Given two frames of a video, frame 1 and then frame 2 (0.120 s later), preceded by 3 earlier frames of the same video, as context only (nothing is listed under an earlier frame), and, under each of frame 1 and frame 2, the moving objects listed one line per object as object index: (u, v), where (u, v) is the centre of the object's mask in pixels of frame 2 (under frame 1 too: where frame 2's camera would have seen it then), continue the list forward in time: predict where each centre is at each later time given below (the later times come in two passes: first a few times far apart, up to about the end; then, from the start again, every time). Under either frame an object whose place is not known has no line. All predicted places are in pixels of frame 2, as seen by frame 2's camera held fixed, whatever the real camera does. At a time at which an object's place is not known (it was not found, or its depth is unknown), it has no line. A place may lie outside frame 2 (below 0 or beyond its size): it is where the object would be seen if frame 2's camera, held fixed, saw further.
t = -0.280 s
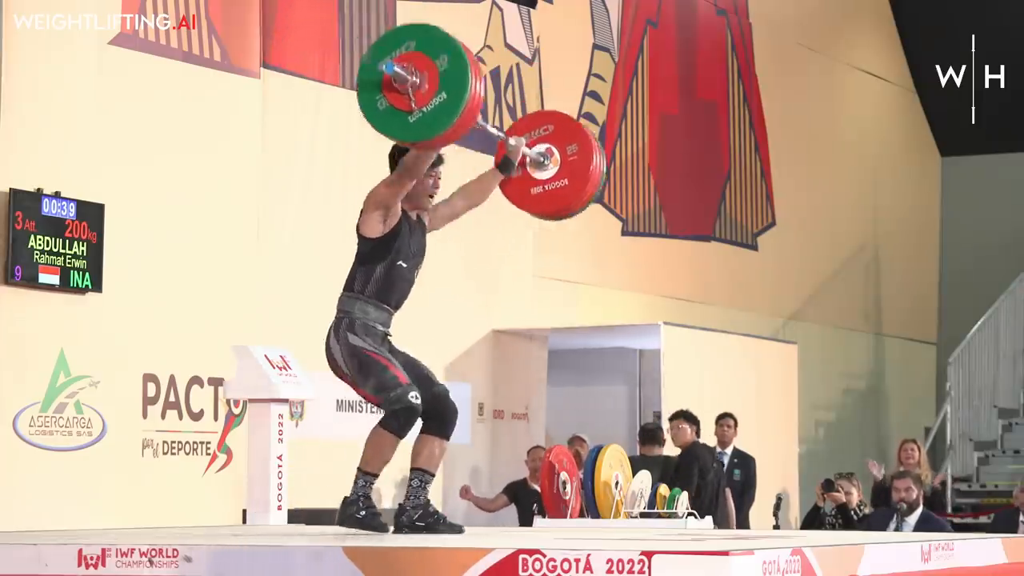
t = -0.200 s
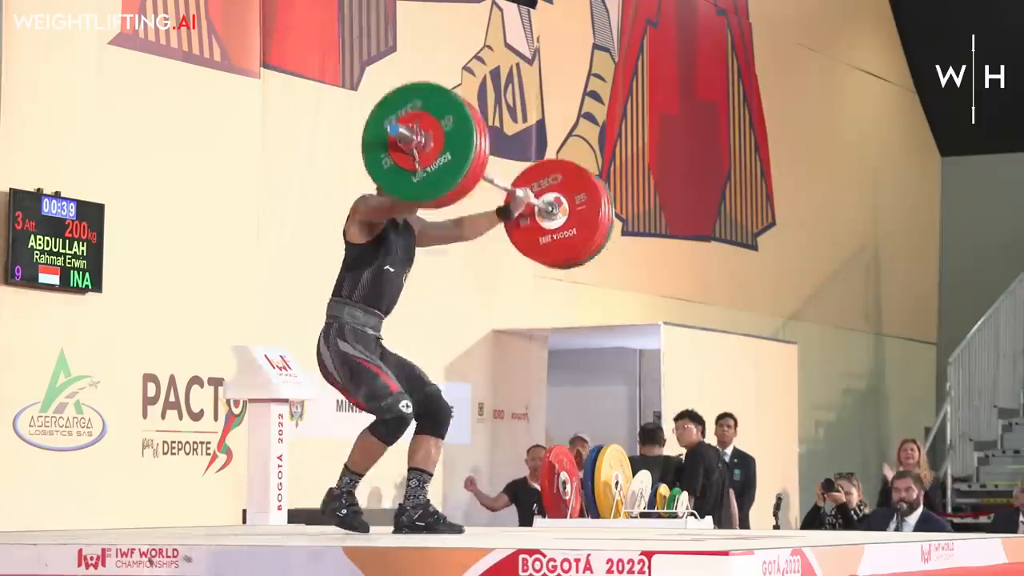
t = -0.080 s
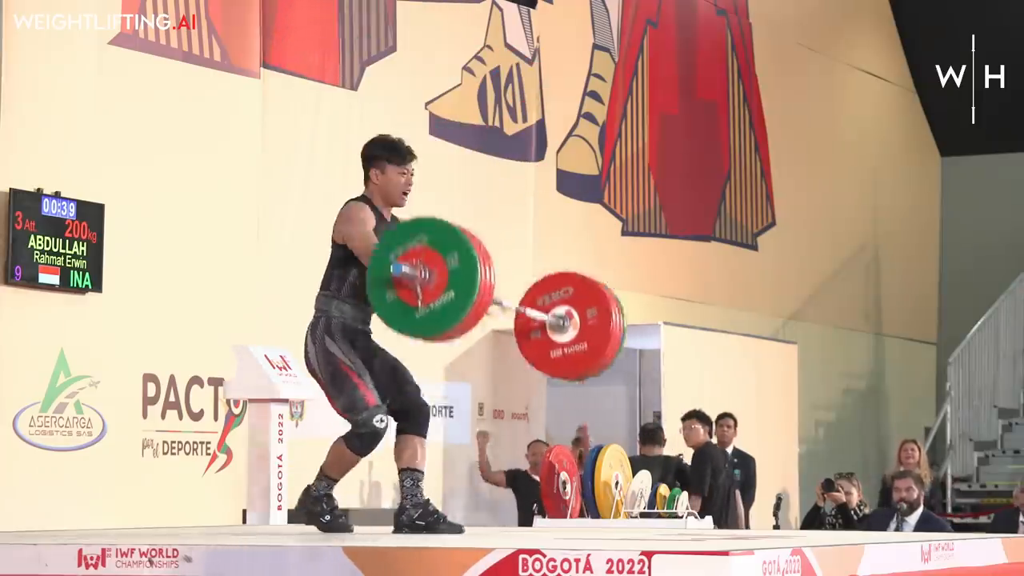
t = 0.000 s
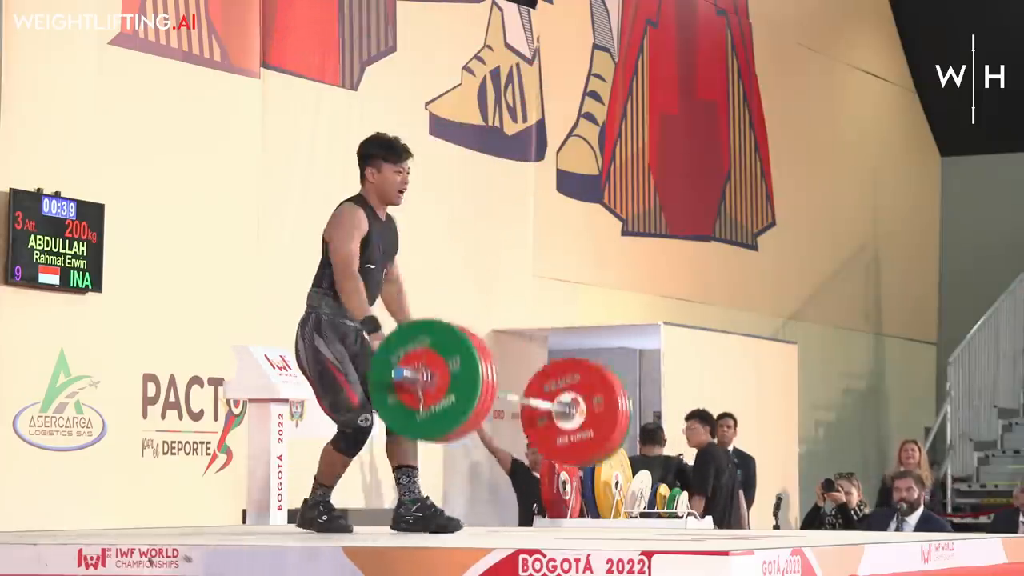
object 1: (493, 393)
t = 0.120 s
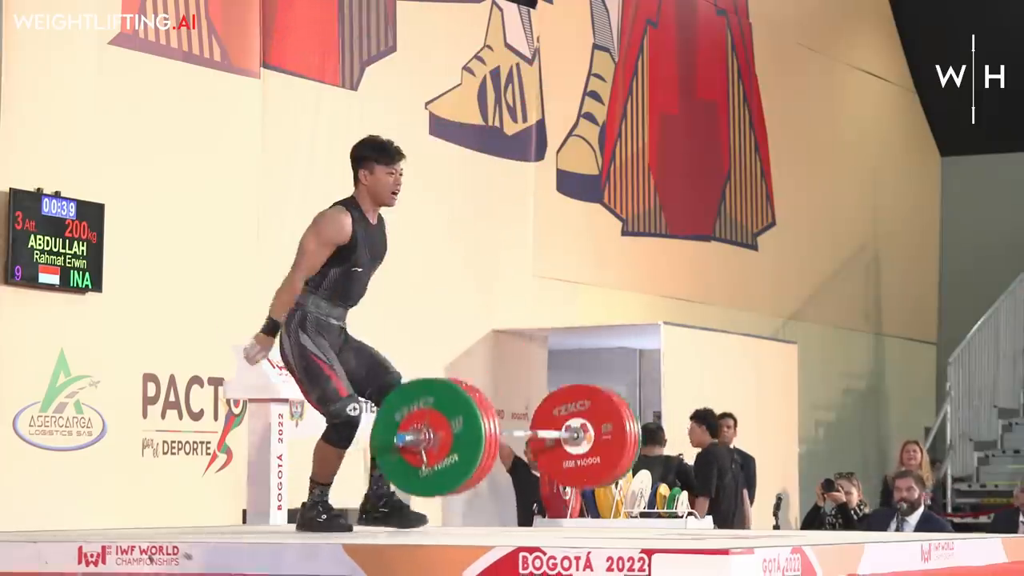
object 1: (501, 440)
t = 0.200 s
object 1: (502, 387)
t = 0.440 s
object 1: (511, 323)
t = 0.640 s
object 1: (518, 380)
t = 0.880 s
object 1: (527, 447)
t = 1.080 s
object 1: (529, 447)
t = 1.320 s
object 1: (533, 466)
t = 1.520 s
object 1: (538, 475)
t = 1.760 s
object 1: (543, 477)
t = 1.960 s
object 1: (545, 477)
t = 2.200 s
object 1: (548, 477)
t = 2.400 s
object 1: (549, 477)
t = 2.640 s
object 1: (552, 477)
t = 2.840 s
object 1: (553, 477)
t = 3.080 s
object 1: (554, 477)
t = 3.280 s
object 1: (554, 477)
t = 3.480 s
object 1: (554, 477)
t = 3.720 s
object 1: (554, 477)
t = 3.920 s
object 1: (553, 477)
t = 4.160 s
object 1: (553, 477)
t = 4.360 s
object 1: (553, 477)
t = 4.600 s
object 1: (553, 477)
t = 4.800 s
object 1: (553, 477)
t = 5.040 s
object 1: (553, 477)
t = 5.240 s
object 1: (553, 477)
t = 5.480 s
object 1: (553, 477)
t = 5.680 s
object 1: (553, 477)
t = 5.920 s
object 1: (553, 477)
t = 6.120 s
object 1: (553, 477)
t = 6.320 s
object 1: (553, 477)
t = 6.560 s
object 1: (553, 477)
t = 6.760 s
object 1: (553, 477)
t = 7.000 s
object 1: (553, 477)
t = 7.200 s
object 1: (553, 477)
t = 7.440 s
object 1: (553, 477)
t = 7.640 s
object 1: (553, 477)
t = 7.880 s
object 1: (553, 477)
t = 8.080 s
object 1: (553, 477)
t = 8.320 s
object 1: (553, 477)
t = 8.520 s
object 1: (553, 477)
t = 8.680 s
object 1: (553, 477)
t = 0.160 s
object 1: (501, 407)
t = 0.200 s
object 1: (502, 387)
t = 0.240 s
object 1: (504, 366)
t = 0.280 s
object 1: (505, 349)
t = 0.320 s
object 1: (507, 336)
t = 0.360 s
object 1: (508, 328)
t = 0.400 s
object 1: (509, 324)
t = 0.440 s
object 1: (511, 323)
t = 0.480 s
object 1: (512, 326)
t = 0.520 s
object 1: (514, 334)
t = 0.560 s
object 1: (515, 347)
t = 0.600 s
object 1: (517, 359)
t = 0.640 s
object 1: (518, 380)
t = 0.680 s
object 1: (523, 408)
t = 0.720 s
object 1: (523, 435)
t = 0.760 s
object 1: (524, 467)
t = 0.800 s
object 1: (525, 476)
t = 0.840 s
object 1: (526, 461)
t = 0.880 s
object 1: (527, 447)
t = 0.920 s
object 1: (528, 442)
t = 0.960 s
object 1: (528, 435)
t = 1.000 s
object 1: (529, 434)
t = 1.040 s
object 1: (529, 440)
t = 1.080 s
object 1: (529, 447)
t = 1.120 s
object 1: (529, 459)
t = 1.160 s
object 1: (530, 474)
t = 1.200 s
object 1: (530, 476)
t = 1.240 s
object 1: (531, 469)
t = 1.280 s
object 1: (533, 466)
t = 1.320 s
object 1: (533, 466)
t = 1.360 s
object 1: (534, 471)
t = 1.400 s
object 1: (535, 472)
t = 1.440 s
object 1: (536, 475)
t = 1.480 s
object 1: (537, 476)
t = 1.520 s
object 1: (538, 475)
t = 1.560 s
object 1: (538, 476)
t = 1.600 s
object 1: (539, 477)
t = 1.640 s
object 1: (541, 476)
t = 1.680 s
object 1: (542, 477)
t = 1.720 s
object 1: (542, 477)
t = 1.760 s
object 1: (543, 477)
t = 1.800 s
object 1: (543, 477)
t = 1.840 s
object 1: (544, 477)
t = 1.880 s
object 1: (544, 477)
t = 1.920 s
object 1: (545, 477)
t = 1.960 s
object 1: (545, 477)
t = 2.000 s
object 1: (546, 477)
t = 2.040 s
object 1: (546, 477)
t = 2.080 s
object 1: (546, 477)
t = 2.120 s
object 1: (547, 477)
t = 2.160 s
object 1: (547, 477)
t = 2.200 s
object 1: (548, 477)
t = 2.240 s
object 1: (548, 477)
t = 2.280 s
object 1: (548, 477)
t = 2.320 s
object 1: (549, 477)
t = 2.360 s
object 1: (549, 477)
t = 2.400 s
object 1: (549, 477)
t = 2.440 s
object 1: (550, 477)
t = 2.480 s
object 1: (550, 477)
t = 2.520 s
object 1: (551, 477)
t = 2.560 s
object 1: (551, 477)
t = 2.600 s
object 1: (551, 477)
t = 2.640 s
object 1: (552, 477)
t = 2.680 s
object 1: (552, 477)
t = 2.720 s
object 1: (552, 477)
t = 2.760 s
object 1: (552, 477)
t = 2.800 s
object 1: (553, 477)
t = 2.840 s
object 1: (553, 477)
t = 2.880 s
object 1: (553, 477)
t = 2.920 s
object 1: (553, 477)
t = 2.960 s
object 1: (553, 477)
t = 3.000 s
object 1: (553, 477)
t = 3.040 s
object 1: (553, 477)
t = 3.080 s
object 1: (554, 477)
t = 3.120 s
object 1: (553, 477)
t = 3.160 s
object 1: (554, 477)
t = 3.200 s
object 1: (554, 477)
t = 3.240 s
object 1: (554, 477)
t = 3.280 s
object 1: (554, 477)
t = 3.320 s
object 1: (554, 477)
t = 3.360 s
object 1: (554, 477)
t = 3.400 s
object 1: (554, 477)
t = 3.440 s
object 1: (554, 477)
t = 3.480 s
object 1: (554, 477)
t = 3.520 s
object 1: (554, 477)
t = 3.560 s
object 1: (554, 477)
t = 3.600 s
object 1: (554, 477)
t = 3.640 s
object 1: (554, 477)
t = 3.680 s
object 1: (553, 477)
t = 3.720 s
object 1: (554, 477)
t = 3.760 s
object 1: (553, 477)
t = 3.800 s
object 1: (553, 477)
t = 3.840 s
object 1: (553, 477)
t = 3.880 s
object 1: (553, 477)
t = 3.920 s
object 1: (553, 477)
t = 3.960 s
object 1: (553, 477)
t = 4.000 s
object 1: (553, 477)
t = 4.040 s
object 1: (553, 477)
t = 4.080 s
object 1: (553, 477)
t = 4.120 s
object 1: (553, 477)
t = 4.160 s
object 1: (553, 477)
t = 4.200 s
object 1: (553, 477)
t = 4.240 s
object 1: (553, 477)
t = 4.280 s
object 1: (553, 477)
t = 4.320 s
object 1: (553, 477)
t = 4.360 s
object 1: (553, 477)
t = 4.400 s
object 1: (553, 477)
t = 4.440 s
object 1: (553, 477)
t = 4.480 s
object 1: (553, 477)
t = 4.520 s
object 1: (553, 477)
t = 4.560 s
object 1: (553, 477)
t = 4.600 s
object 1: (553, 477)
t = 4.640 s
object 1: (553, 477)
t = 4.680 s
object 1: (553, 477)
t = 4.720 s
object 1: (553, 477)
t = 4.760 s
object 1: (553, 477)
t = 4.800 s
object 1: (553, 477)
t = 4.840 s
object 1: (553, 477)
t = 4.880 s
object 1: (553, 477)
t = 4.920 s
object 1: (553, 477)
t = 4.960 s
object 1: (553, 477)
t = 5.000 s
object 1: (553, 477)
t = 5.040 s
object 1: (553, 477)
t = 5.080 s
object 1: (553, 477)
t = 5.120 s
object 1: (553, 477)
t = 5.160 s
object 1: (553, 477)
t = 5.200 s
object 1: (553, 477)
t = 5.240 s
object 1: (553, 477)
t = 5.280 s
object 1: (553, 477)
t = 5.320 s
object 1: (553, 477)
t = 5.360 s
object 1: (553, 477)
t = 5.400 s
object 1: (553, 477)
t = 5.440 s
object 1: (553, 477)
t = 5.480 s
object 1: (553, 477)
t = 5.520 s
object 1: (553, 477)
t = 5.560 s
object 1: (553, 477)
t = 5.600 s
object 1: (553, 477)
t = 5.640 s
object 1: (553, 477)
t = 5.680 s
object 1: (553, 477)
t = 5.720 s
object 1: (553, 477)
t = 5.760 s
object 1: (553, 477)
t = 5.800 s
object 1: (553, 477)
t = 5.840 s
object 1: (553, 477)
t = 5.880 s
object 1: (553, 477)
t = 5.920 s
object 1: (553, 477)
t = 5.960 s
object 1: (553, 477)
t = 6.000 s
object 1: (553, 477)
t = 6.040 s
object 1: (553, 477)
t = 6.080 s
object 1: (553, 477)
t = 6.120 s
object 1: (553, 477)
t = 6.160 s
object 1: (553, 477)
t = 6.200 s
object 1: (553, 477)
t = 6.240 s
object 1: (553, 477)
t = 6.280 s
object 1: (553, 477)
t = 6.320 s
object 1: (553, 477)
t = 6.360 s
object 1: (553, 477)
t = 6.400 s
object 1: (553, 477)
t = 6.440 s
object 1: (553, 477)
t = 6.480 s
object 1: (553, 477)
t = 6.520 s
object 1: (553, 477)
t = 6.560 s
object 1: (553, 477)
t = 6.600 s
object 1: (553, 477)
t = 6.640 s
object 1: (553, 477)
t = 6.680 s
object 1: (553, 477)
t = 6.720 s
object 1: (553, 477)
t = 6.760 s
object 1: (553, 477)
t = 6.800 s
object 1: (553, 477)
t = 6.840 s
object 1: (553, 477)
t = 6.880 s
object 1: (553, 477)
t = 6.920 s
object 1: (552, 477)
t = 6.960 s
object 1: (553, 477)
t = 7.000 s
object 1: (553, 477)
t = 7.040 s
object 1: (553, 477)
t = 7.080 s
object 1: (553, 477)
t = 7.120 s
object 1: (553, 477)
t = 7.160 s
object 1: (553, 477)
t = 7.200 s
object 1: (553, 477)
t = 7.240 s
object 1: (553, 477)
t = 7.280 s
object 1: (553, 477)
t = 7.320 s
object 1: (553, 477)
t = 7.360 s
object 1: (553, 477)
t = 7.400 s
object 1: (553, 477)
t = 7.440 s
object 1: (553, 477)
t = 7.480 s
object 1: (553, 477)
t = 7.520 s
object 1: (553, 477)
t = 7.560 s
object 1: (553, 477)
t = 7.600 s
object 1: (553, 477)
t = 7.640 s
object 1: (553, 477)
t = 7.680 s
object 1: (553, 477)
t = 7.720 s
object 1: (553, 477)
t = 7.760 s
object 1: (553, 477)
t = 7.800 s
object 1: (553, 477)
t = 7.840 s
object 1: (553, 477)
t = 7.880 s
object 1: (553, 477)
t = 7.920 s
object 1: (553, 477)
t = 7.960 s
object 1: (553, 477)
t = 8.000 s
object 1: (553, 477)
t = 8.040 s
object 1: (553, 477)
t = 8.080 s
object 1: (553, 477)
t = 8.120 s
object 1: (553, 477)
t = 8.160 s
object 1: (553, 477)
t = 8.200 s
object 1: (553, 477)
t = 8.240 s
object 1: (553, 477)
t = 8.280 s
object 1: (553, 477)
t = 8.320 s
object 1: (553, 477)
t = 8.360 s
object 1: (553, 477)
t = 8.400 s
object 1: (553, 477)
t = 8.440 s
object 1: (553, 477)
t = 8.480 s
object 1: (553, 477)
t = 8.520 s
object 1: (553, 477)
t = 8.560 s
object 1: (553, 477)
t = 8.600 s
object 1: (553, 477)
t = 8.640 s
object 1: (553, 477)
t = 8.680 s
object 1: (553, 477)
